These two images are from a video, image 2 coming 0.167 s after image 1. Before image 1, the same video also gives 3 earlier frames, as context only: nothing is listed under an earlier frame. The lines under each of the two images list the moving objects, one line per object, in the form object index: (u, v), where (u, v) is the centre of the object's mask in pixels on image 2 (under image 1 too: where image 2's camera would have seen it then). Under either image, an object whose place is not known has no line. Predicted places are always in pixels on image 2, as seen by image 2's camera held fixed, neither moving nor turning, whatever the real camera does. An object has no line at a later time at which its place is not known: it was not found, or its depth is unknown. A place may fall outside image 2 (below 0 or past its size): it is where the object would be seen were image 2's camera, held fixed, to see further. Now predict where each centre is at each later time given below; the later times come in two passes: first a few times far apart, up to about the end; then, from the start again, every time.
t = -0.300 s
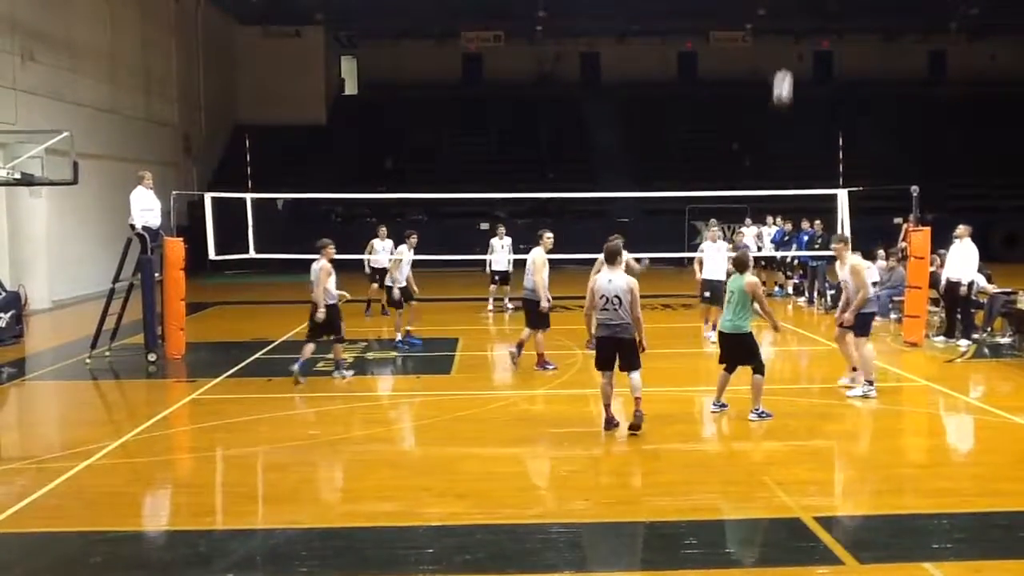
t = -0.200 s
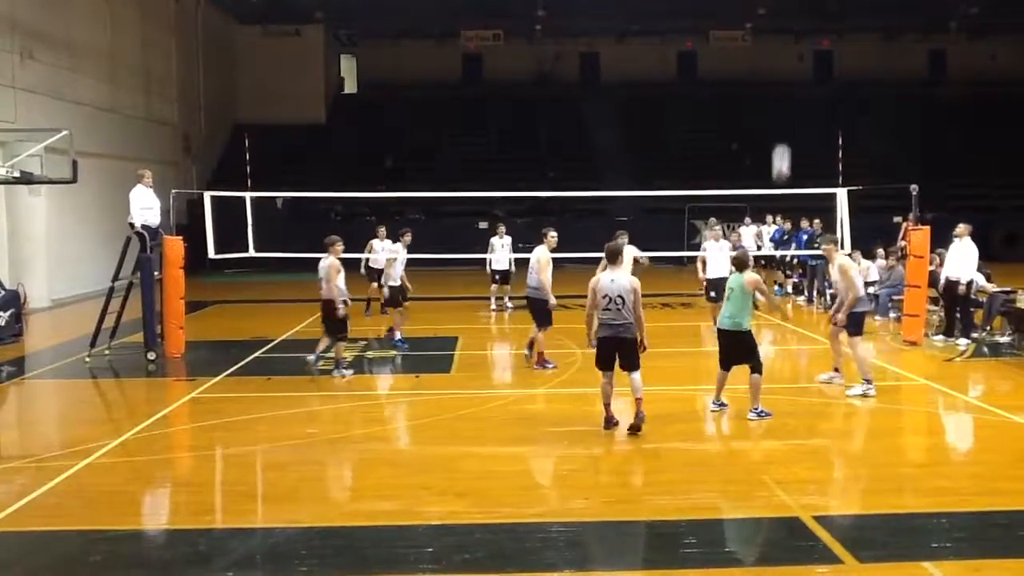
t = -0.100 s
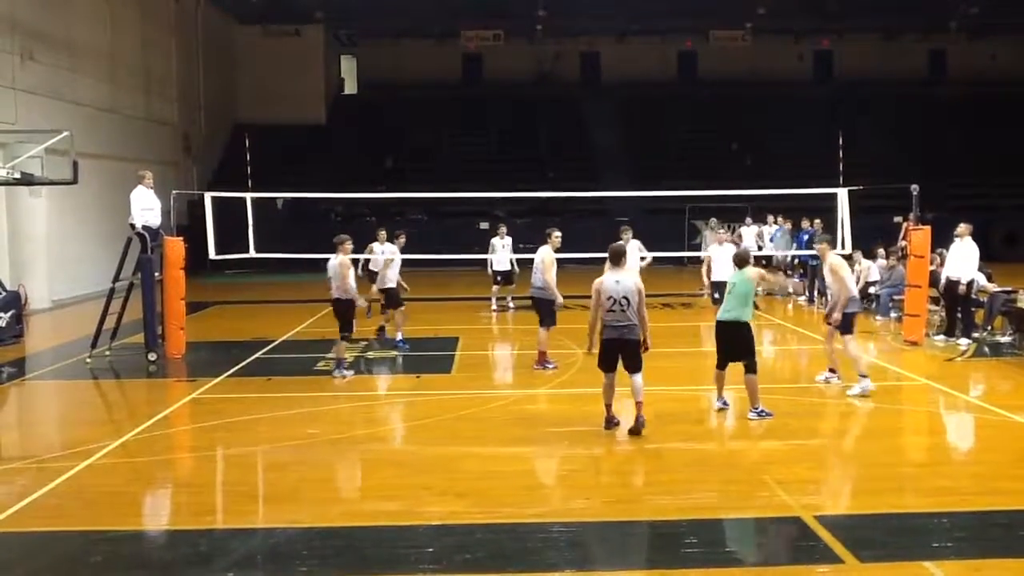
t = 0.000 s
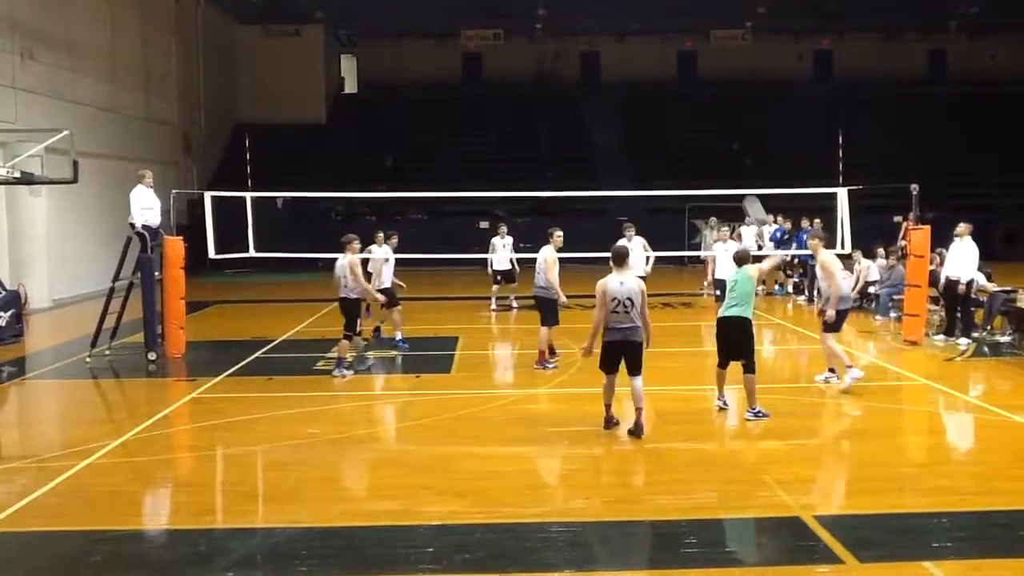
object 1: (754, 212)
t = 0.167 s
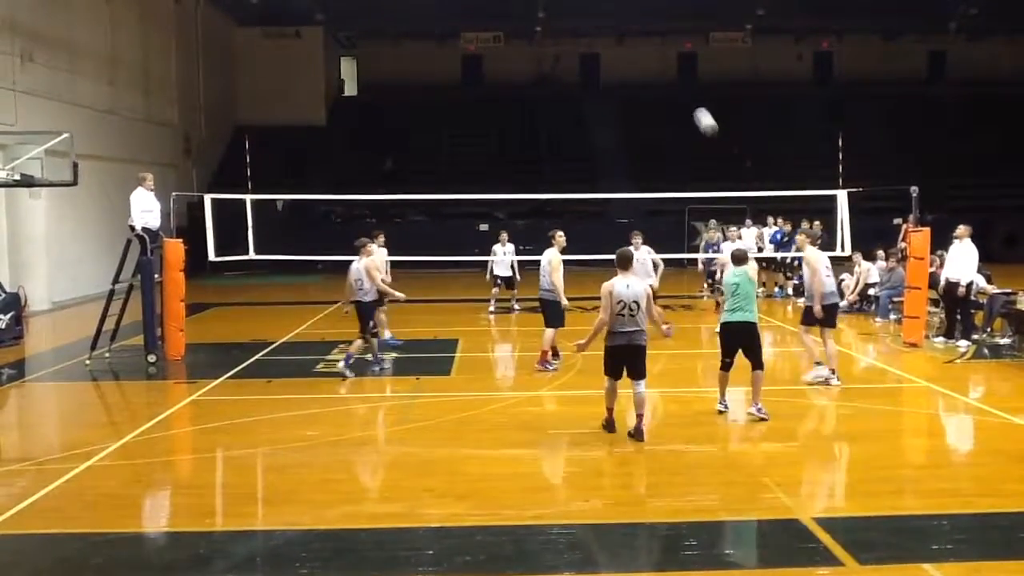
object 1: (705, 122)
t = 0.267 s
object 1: (678, 83)
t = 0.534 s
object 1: (620, 27)
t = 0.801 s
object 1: (575, 27)
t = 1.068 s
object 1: (540, 69)
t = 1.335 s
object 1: (513, 138)
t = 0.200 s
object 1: (696, 108)
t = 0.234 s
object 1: (687, 95)
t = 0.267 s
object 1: (678, 83)
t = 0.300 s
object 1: (670, 73)
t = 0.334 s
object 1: (662, 63)
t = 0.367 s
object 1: (654, 54)
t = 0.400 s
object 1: (647, 47)
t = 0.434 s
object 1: (640, 41)
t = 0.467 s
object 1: (633, 35)
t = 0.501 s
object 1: (626, 31)
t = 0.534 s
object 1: (620, 27)
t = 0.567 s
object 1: (614, 25)
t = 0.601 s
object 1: (608, 23)
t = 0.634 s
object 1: (602, 22)
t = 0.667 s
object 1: (596, 21)
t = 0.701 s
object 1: (590, 22)
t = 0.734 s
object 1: (585, 23)
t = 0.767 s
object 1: (580, 25)
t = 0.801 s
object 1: (575, 27)
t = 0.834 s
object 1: (570, 30)
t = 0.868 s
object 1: (566, 34)
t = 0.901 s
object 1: (561, 38)
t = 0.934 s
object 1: (557, 43)
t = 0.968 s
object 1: (553, 49)
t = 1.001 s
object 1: (548, 55)
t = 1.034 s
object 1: (544, 62)
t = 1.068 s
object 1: (540, 69)
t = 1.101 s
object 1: (536, 76)
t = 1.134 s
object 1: (533, 83)
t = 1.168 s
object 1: (529, 92)
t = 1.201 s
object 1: (526, 100)
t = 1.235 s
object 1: (522, 110)
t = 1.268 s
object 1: (519, 119)
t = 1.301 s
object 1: (516, 129)
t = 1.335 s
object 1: (513, 138)
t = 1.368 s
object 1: (510, 149)
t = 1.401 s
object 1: (507, 160)
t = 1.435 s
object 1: (504, 171)
